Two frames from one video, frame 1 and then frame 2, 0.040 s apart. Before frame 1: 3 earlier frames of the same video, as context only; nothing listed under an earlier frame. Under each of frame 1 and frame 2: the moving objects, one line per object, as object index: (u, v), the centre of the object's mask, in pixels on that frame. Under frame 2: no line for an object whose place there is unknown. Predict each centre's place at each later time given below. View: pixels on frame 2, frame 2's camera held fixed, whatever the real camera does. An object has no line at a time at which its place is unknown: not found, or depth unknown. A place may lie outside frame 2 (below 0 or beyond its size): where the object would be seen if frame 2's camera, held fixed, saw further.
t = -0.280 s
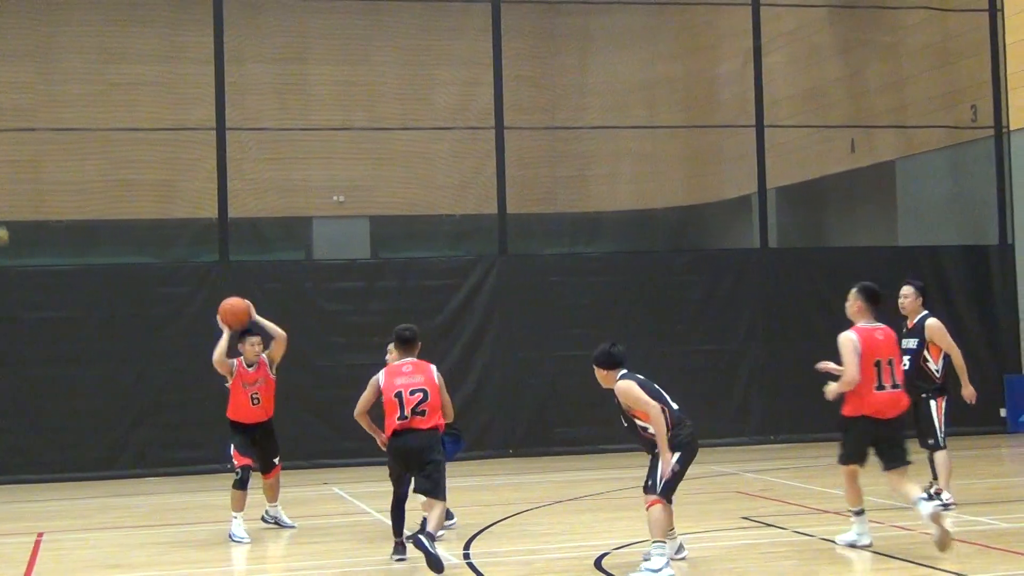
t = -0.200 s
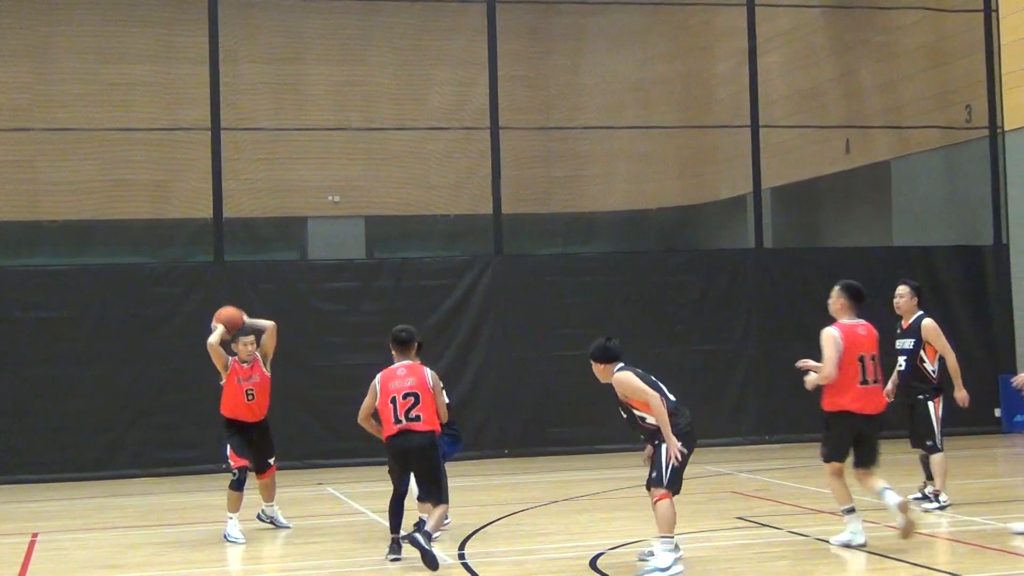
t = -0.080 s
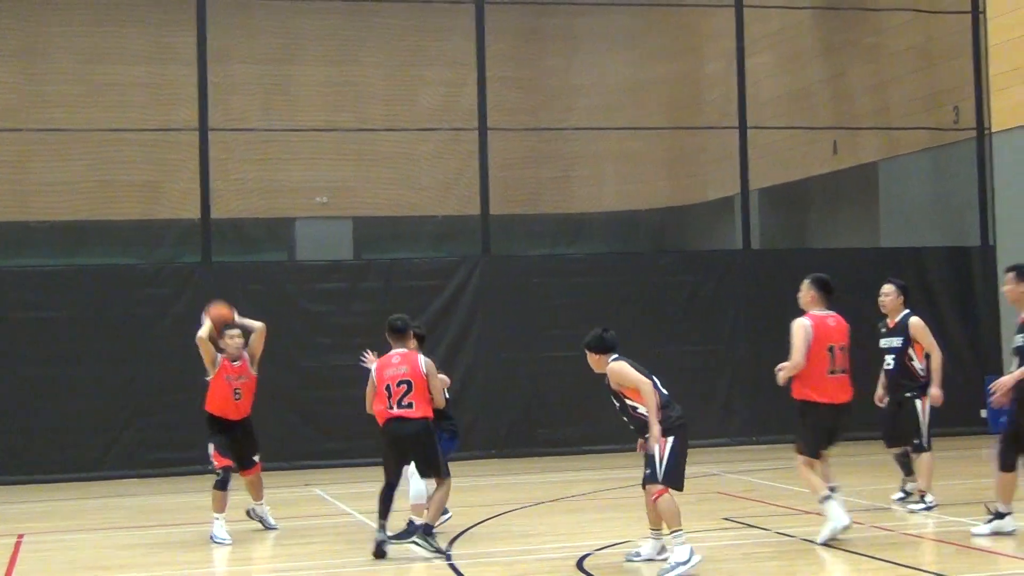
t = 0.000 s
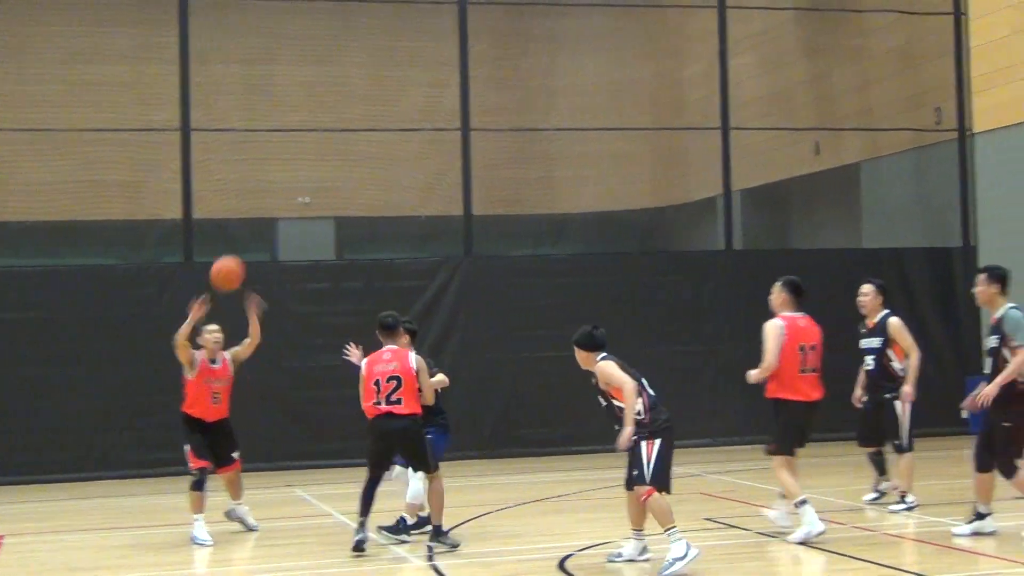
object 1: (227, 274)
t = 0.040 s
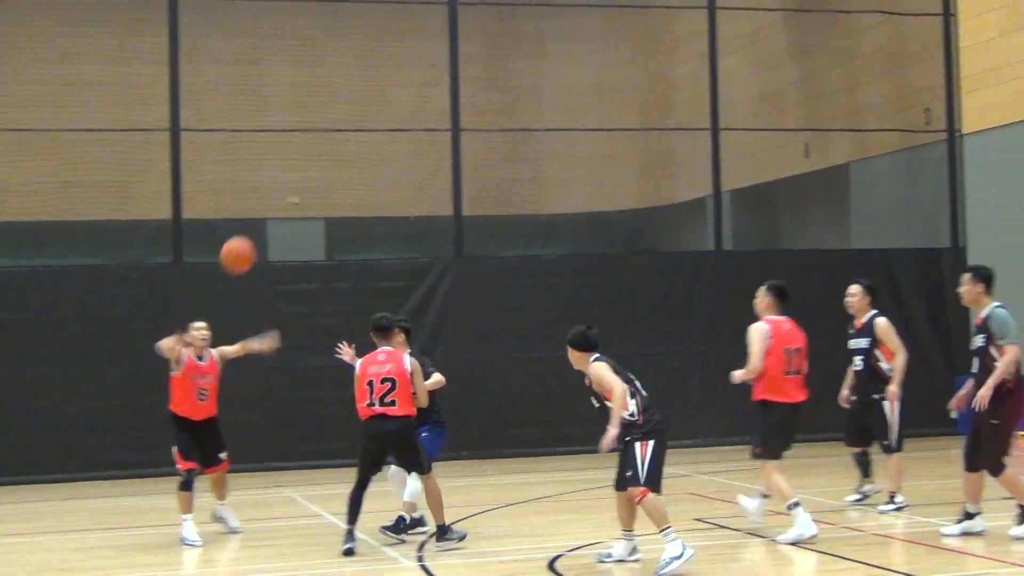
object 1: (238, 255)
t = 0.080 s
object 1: (261, 237)
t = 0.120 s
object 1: (285, 219)
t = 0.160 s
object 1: (312, 204)
